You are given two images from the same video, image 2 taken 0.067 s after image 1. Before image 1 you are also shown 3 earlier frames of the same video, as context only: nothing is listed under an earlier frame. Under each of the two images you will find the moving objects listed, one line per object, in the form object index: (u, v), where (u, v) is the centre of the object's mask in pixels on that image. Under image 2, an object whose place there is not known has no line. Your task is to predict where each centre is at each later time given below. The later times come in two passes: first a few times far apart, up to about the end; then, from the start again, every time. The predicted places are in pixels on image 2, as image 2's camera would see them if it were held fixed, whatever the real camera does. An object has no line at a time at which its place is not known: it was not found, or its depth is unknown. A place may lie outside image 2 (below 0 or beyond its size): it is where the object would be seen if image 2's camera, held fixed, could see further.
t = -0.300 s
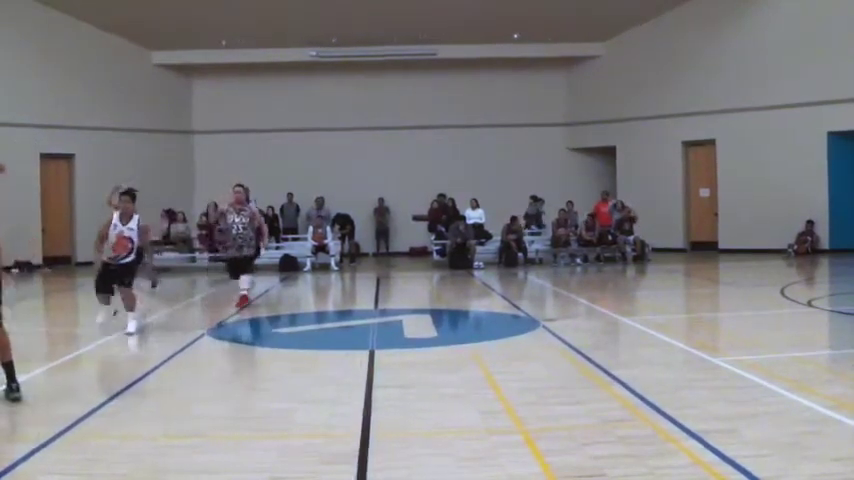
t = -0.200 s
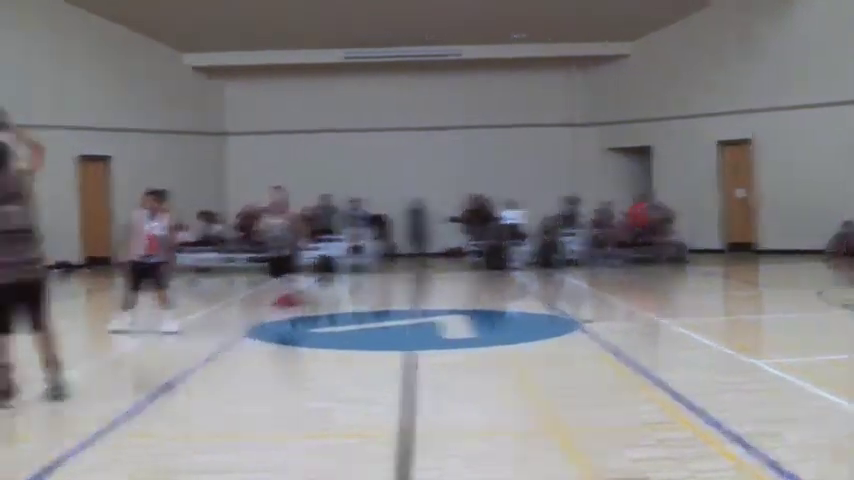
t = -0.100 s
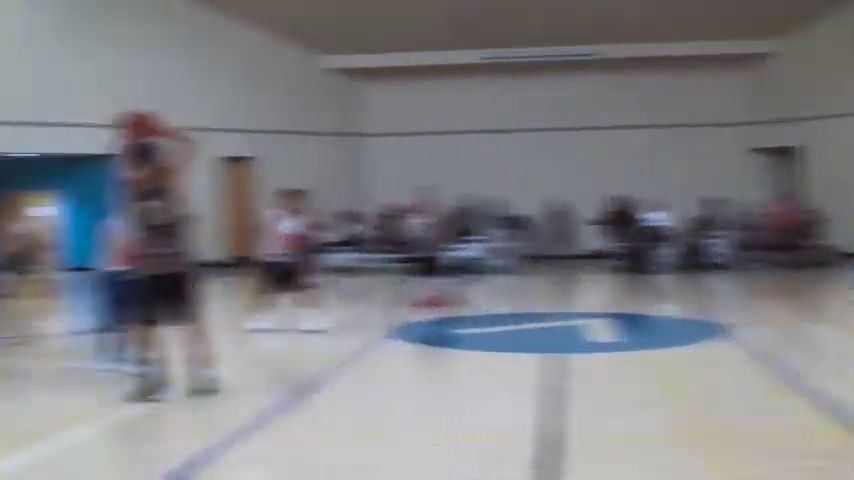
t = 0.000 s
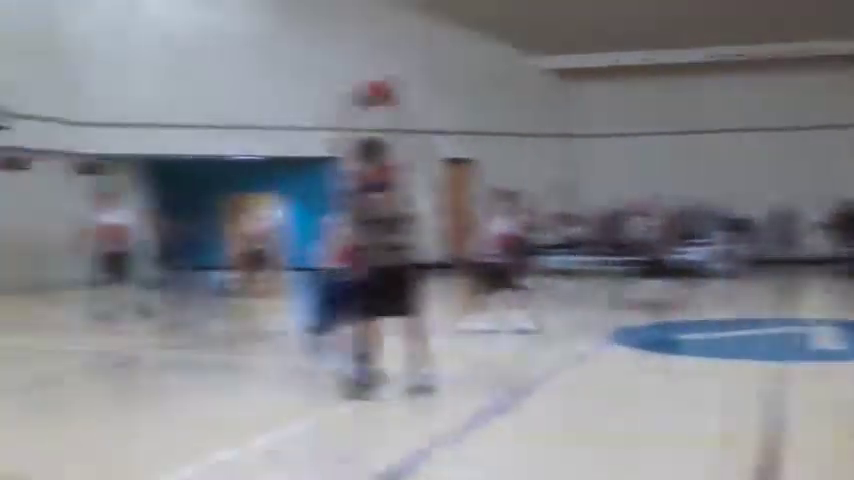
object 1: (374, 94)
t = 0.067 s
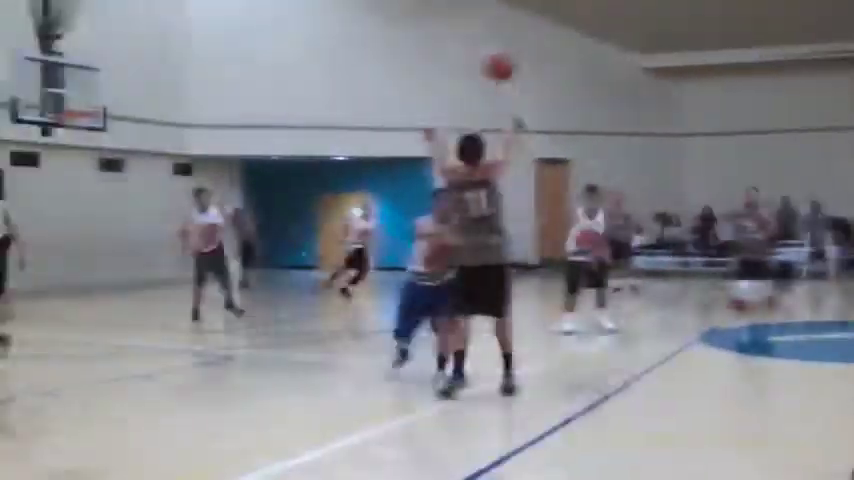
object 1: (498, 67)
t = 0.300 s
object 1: (569, 42)
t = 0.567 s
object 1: (614, 75)
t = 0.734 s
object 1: (635, 112)
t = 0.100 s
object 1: (516, 57)
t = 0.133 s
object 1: (527, 50)
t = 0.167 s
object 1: (537, 46)
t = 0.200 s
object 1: (546, 43)
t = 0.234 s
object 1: (555, 41)
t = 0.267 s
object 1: (562, 41)
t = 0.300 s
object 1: (569, 42)
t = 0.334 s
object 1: (576, 43)
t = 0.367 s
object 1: (583, 44)
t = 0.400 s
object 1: (590, 47)
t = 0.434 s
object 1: (595, 52)
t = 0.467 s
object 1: (599, 57)
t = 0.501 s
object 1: (605, 61)
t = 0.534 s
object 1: (609, 66)
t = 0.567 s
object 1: (614, 75)
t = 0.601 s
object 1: (619, 81)
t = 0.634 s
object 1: (623, 89)
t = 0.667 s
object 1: (628, 96)
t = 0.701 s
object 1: (631, 104)
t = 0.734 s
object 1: (635, 112)
